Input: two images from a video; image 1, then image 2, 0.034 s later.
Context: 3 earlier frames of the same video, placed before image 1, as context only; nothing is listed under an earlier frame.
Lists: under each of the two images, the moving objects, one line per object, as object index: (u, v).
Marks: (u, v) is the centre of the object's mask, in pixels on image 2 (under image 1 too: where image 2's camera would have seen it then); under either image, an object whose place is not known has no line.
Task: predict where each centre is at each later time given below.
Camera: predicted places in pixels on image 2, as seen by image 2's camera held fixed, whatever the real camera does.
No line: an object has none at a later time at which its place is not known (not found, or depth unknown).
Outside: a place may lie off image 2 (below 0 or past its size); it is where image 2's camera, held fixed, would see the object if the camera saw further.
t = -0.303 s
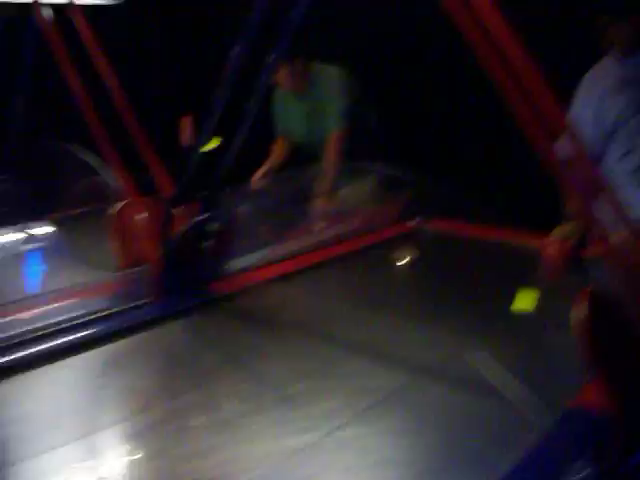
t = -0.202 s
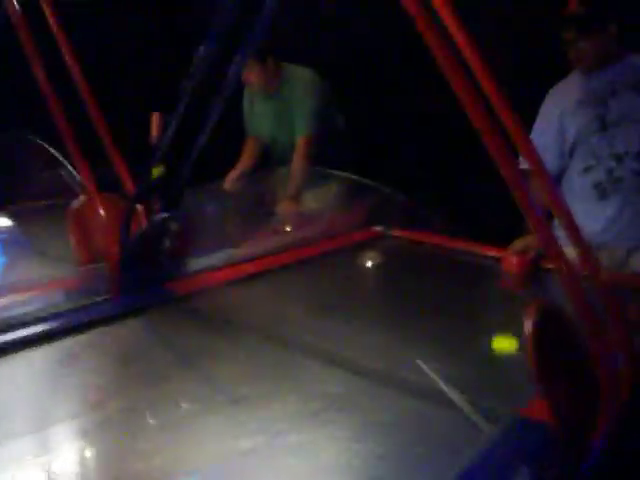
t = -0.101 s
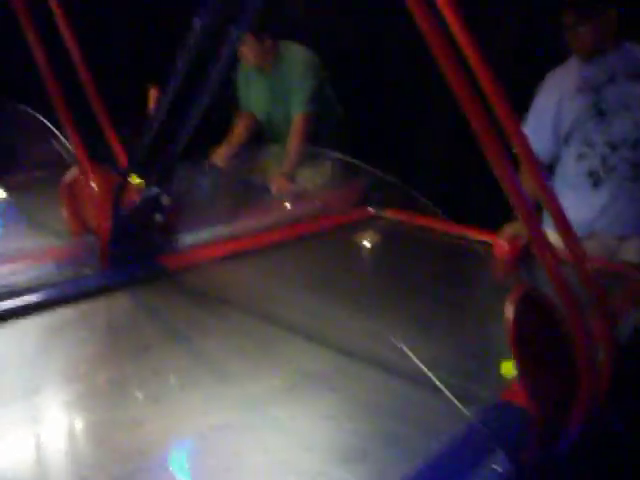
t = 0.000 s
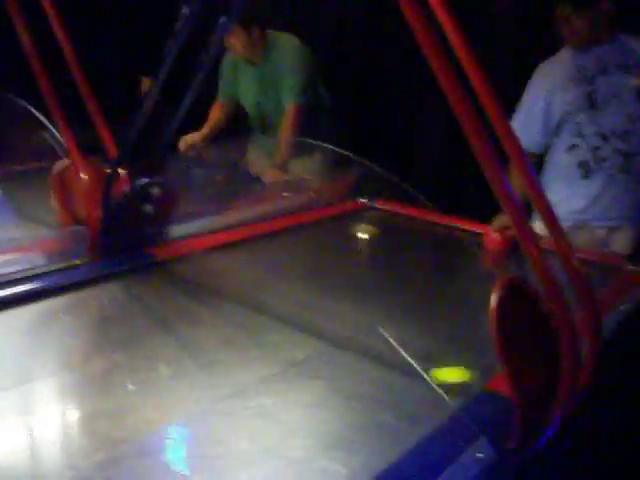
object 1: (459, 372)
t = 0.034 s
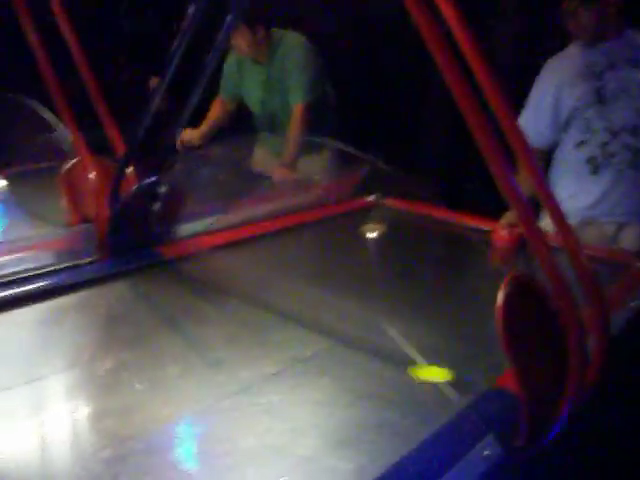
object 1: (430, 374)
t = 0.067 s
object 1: (402, 374)
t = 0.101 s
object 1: (372, 375)
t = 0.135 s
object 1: (342, 376)
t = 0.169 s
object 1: (313, 377)
